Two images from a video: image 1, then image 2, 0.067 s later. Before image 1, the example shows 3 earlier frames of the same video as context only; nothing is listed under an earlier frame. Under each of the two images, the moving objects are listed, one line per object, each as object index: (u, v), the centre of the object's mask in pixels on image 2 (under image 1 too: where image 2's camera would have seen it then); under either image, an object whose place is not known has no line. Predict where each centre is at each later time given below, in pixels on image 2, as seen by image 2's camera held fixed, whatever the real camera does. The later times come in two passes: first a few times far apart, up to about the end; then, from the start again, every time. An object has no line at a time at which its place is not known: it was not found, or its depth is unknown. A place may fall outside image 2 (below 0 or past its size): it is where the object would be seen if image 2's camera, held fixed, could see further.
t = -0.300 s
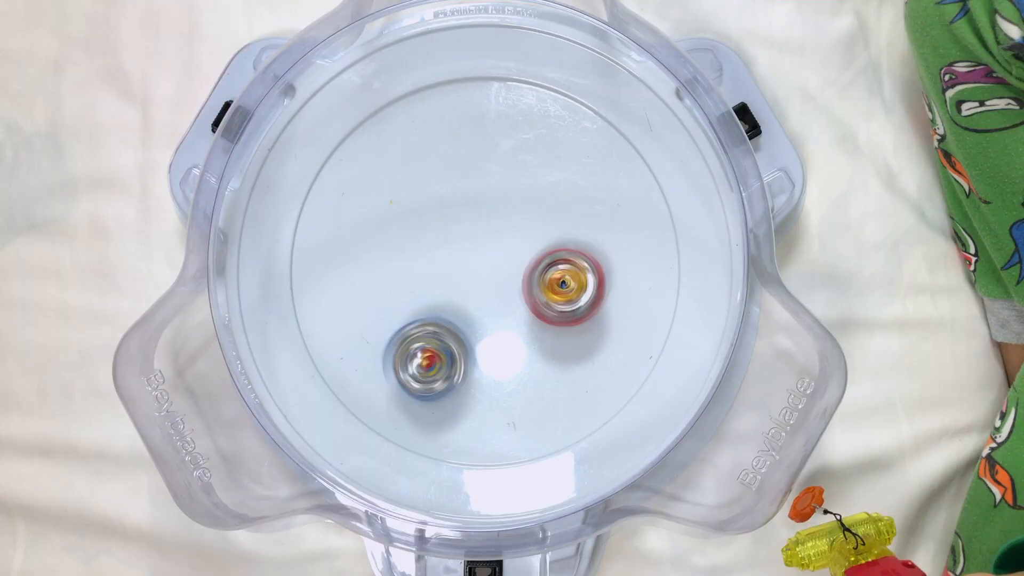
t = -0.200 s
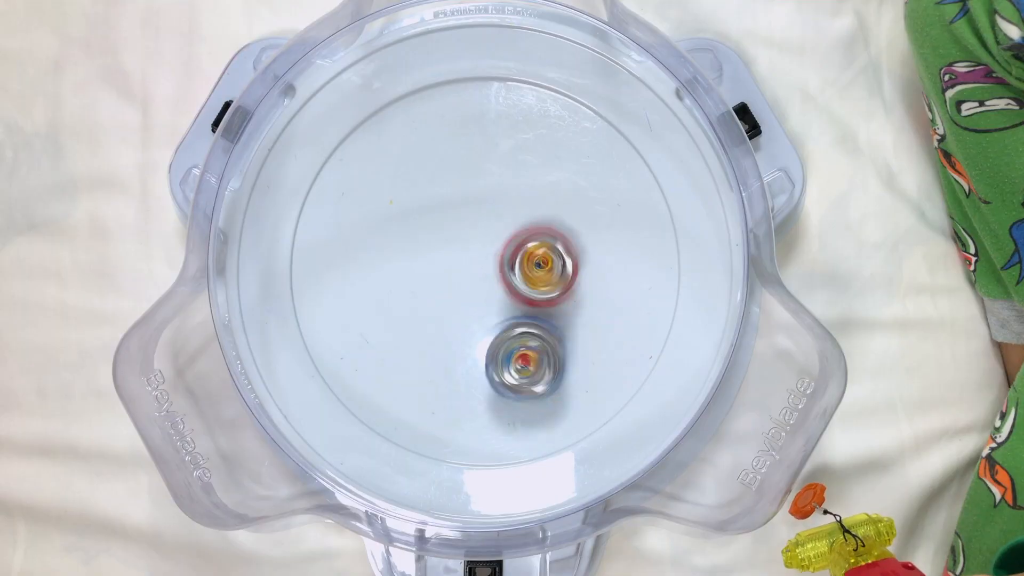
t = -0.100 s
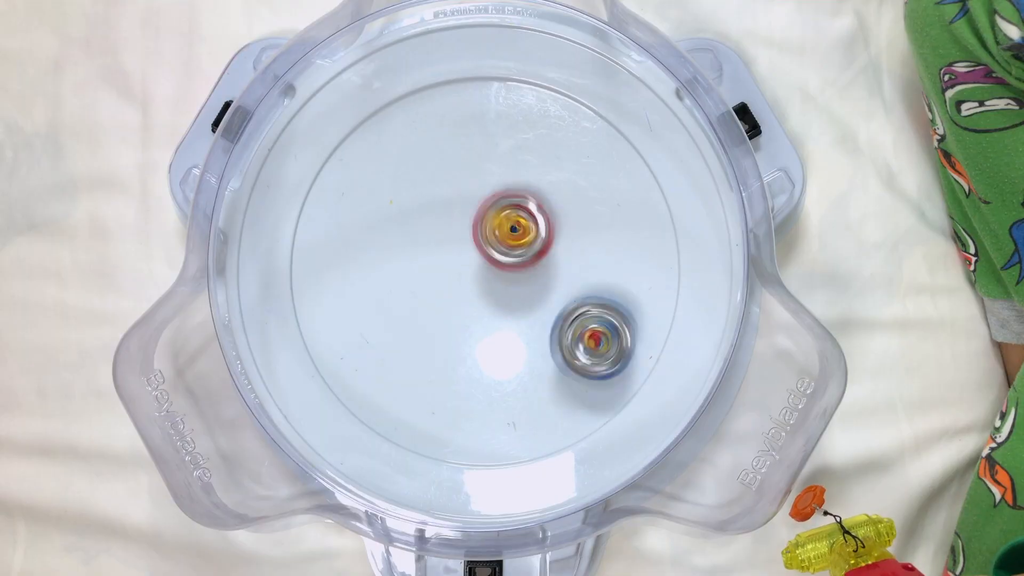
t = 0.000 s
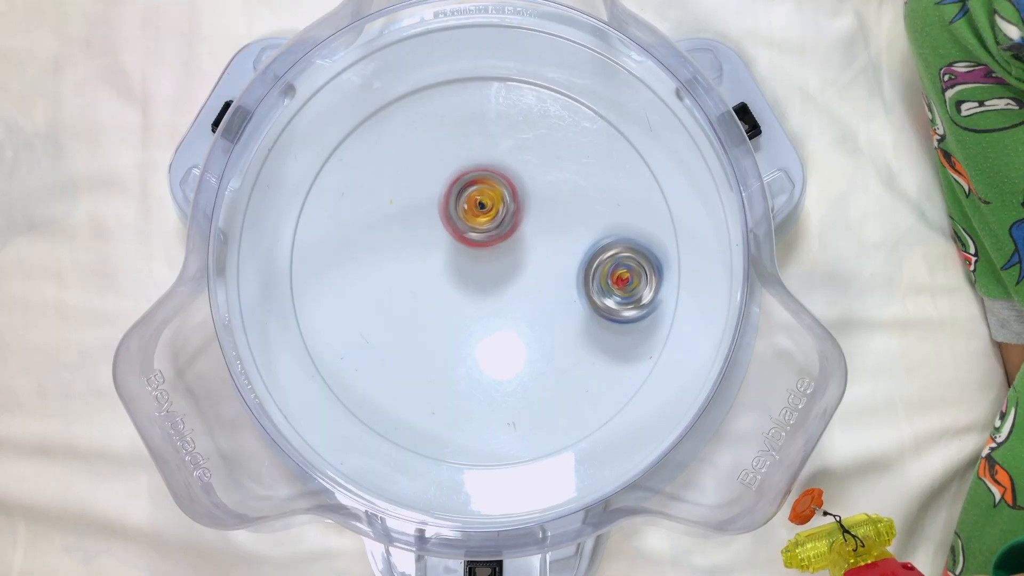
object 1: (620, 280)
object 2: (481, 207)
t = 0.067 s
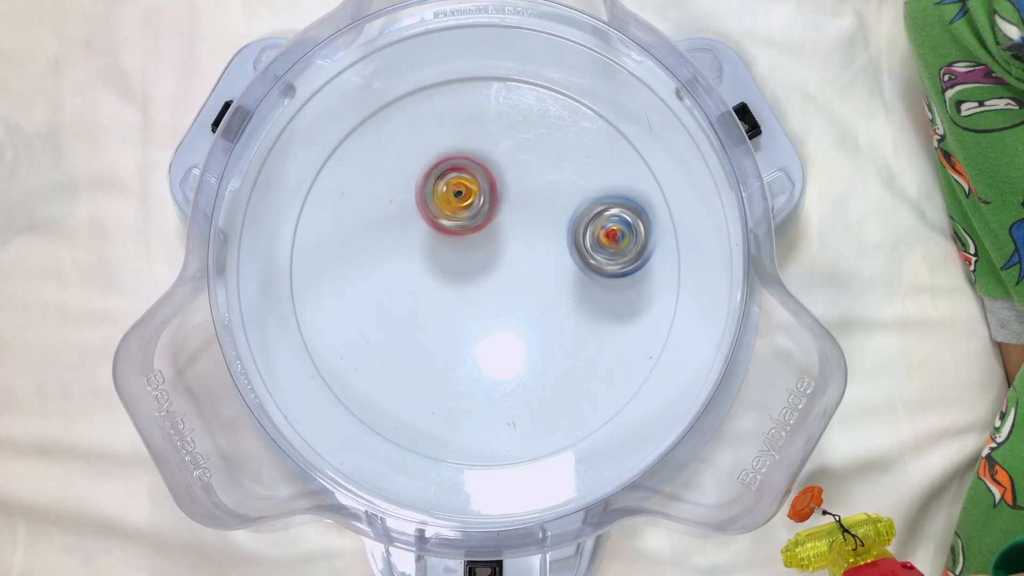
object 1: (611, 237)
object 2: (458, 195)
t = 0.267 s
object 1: (494, 183)
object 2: (402, 186)
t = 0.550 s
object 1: (488, 387)
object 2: (340, 129)
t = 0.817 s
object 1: (454, 435)
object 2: (480, 230)
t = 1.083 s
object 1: (442, 318)
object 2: (550, 394)
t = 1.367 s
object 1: (484, 202)
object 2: (471, 373)
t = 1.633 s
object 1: (560, 166)
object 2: (453, 206)
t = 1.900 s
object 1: (557, 242)
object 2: (533, 166)
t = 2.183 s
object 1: (457, 328)
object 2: (566, 263)
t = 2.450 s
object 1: (449, 282)
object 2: (554, 297)
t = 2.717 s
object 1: (533, 219)
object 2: (549, 280)
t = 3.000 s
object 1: (552, 203)
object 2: (520, 302)
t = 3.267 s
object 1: (509, 230)
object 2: (516, 314)
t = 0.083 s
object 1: (605, 229)
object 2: (453, 193)
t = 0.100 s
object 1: (598, 218)
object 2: (447, 191)
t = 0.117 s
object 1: (590, 210)
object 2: (441, 189)
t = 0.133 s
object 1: (580, 202)
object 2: (436, 190)
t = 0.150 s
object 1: (571, 195)
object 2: (431, 188)
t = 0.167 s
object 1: (560, 190)
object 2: (428, 187)
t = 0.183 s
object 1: (548, 185)
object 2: (423, 188)
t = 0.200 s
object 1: (537, 181)
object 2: (419, 188)
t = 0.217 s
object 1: (524, 179)
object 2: (417, 190)
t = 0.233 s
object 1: (513, 177)
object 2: (413, 190)
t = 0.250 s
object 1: (501, 178)
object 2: (411, 190)
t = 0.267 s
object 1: (494, 183)
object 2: (402, 186)
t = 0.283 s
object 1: (493, 202)
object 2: (386, 170)
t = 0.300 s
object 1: (495, 219)
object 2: (372, 159)
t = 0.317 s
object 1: (498, 236)
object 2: (356, 148)
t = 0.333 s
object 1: (498, 251)
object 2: (345, 139)
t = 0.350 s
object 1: (498, 267)
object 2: (335, 132)
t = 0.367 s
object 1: (499, 282)
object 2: (329, 129)
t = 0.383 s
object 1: (499, 297)
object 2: (322, 125)
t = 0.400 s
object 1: (498, 308)
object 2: (316, 120)
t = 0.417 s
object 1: (498, 321)
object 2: (314, 118)
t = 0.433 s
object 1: (497, 330)
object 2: (313, 117)
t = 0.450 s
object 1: (497, 339)
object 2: (315, 117)
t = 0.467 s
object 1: (496, 348)
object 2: (318, 118)
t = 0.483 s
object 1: (496, 356)
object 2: (323, 121)
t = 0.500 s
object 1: (494, 364)
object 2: (326, 122)
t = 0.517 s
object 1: (492, 372)
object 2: (331, 124)
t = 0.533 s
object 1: (491, 375)
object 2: (336, 127)
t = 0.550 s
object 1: (488, 387)
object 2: (340, 129)
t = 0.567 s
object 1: (485, 392)
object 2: (344, 131)
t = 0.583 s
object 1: (483, 398)
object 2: (351, 135)
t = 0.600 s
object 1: (480, 405)
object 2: (356, 138)
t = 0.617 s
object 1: (477, 410)
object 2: (362, 141)
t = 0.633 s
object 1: (473, 415)
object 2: (370, 146)
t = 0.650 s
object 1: (470, 421)
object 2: (377, 153)
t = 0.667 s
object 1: (466, 426)
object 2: (385, 157)
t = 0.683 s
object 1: (464, 430)
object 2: (395, 163)
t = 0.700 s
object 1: (462, 434)
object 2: (405, 168)
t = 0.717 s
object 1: (459, 436)
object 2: (417, 177)
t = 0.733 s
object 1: (458, 438)
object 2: (427, 185)
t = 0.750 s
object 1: (456, 439)
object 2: (437, 193)
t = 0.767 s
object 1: (455, 440)
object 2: (448, 202)
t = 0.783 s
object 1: (454, 439)
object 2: (458, 212)
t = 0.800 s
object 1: (453, 438)
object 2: (469, 222)
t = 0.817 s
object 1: (454, 435)
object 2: (480, 230)
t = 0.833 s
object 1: (453, 432)
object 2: (488, 242)
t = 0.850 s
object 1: (453, 427)
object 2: (497, 253)
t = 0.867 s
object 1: (453, 422)
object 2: (506, 264)
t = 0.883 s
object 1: (452, 417)
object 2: (513, 276)
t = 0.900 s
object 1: (451, 409)
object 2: (521, 288)
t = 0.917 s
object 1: (451, 401)
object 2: (529, 298)
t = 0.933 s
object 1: (450, 395)
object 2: (533, 309)
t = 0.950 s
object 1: (448, 386)
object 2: (538, 320)
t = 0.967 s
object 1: (447, 379)
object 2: (543, 332)
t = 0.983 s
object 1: (447, 369)
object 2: (546, 343)
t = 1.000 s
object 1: (445, 360)
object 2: (550, 353)
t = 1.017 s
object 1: (447, 352)
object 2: (552, 363)
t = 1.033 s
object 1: (445, 343)
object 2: (552, 372)
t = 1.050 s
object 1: (444, 336)
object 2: (553, 380)
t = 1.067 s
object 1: (443, 327)
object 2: (552, 388)
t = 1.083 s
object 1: (442, 318)
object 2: (550, 394)
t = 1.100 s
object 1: (443, 308)
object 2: (549, 399)
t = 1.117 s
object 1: (444, 300)
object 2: (546, 405)
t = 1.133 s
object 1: (444, 292)
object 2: (542, 408)
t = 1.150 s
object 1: (445, 283)
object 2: (539, 411)
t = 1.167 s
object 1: (445, 276)
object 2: (535, 414)
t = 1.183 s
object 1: (447, 267)
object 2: (530, 413)
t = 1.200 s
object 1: (449, 260)
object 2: (525, 413)
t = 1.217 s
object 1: (451, 254)
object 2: (520, 414)
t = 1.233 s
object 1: (453, 247)
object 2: (516, 413)
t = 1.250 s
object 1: (455, 241)
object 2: (512, 409)
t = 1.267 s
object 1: (460, 233)
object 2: (506, 406)
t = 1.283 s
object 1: (462, 228)
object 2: (502, 403)
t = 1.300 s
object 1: (467, 222)
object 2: (495, 398)
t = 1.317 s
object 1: (470, 216)
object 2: (490, 393)
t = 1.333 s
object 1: (474, 212)
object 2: (484, 387)
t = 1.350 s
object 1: (479, 206)
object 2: (477, 381)
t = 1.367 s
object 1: (484, 202)
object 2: (471, 373)
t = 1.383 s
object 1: (490, 198)
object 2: (467, 364)
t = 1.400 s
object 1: (494, 193)
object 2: (462, 354)
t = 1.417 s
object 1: (499, 190)
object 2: (458, 344)
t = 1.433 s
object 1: (505, 185)
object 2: (453, 333)
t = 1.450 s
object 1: (511, 183)
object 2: (451, 323)
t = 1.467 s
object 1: (518, 180)
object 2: (448, 312)
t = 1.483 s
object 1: (523, 177)
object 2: (446, 300)
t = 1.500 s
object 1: (529, 174)
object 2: (444, 288)
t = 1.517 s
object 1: (534, 171)
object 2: (443, 278)
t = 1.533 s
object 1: (540, 170)
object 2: (444, 266)
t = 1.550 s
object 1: (544, 169)
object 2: (443, 255)
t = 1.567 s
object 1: (547, 168)
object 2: (444, 245)
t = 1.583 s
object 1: (551, 165)
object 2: (445, 235)
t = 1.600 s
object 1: (555, 165)
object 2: (447, 225)
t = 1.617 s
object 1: (559, 165)
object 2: (450, 214)
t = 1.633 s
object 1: (560, 166)
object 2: (453, 206)
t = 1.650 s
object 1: (563, 165)
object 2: (456, 197)
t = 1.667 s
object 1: (565, 168)
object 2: (461, 190)
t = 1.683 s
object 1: (567, 171)
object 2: (465, 182)
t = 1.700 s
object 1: (567, 173)
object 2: (470, 175)
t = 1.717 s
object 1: (569, 174)
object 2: (475, 170)
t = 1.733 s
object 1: (567, 180)
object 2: (480, 166)
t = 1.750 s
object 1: (566, 185)
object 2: (485, 162)
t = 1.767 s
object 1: (566, 187)
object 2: (491, 160)
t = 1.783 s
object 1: (566, 193)
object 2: (496, 158)
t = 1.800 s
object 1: (565, 198)
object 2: (501, 157)
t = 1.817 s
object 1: (564, 205)
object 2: (508, 157)
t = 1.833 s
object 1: (563, 211)
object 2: (513, 156)
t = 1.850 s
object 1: (563, 221)
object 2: (519, 158)
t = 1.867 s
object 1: (561, 228)
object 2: (524, 159)
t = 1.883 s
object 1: (559, 237)
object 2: (529, 162)
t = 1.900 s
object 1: (557, 242)
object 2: (533, 166)
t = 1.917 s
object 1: (556, 250)
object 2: (538, 169)
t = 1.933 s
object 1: (553, 257)
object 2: (541, 174)
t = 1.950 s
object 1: (550, 265)
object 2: (545, 179)
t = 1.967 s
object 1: (546, 272)
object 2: (548, 185)
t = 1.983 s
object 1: (542, 278)
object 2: (551, 191)
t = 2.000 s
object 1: (537, 282)
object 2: (553, 199)
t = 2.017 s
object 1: (534, 284)
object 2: (554, 205)
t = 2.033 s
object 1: (529, 290)
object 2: (554, 213)
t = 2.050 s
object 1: (522, 297)
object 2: (556, 217)
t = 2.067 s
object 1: (511, 305)
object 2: (558, 223)
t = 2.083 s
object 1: (505, 310)
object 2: (560, 228)
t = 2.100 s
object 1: (495, 317)
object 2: (563, 234)
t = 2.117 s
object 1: (488, 320)
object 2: (563, 240)
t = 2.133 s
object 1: (480, 323)
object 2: (565, 246)
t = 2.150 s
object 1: (473, 325)
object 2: (565, 252)
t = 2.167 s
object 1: (465, 327)
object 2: (566, 258)
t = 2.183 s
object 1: (457, 328)
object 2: (566, 263)
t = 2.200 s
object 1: (451, 328)
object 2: (566, 269)
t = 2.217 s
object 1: (444, 326)
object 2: (566, 273)
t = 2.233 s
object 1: (441, 326)
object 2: (565, 278)
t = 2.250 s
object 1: (438, 322)
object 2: (565, 282)
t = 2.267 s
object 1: (435, 322)
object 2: (565, 285)
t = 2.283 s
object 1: (433, 318)
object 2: (564, 288)
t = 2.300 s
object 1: (432, 316)
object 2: (564, 291)
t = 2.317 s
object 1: (430, 311)
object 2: (563, 293)
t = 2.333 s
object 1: (430, 308)
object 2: (562, 295)
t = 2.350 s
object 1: (431, 305)
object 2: (562, 296)
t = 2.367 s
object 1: (434, 301)
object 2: (561, 297)
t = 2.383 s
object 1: (436, 298)
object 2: (560, 298)
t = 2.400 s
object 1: (439, 293)
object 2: (559, 298)
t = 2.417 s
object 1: (442, 290)
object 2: (557, 298)
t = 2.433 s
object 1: (445, 286)
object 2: (556, 297)
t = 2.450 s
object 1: (449, 282)
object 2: (554, 297)
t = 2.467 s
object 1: (453, 277)
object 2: (552, 296)
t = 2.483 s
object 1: (458, 272)
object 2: (551, 295)
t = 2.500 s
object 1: (463, 268)
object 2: (549, 294)
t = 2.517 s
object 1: (469, 263)
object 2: (548, 292)
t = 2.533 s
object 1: (475, 259)
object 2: (547, 291)
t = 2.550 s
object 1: (481, 254)
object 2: (546, 290)
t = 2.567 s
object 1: (488, 250)
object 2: (546, 289)
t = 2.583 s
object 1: (495, 247)
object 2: (546, 287)
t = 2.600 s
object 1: (500, 242)
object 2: (548, 286)
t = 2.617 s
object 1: (504, 238)
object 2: (550, 286)
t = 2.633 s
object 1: (508, 233)
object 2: (550, 284)
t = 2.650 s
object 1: (513, 230)
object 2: (551, 283)
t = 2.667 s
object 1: (518, 227)
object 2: (551, 282)
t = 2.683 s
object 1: (523, 224)
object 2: (550, 281)
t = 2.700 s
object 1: (528, 221)
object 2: (550, 280)
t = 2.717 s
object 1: (533, 219)
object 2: (549, 280)
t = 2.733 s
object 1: (537, 217)
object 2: (547, 280)
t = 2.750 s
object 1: (541, 215)
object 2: (546, 281)
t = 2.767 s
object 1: (544, 213)
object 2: (544, 281)
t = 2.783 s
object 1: (546, 211)
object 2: (541, 282)
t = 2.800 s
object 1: (548, 208)
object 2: (539, 283)
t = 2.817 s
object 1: (550, 207)
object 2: (537, 285)
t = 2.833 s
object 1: (551, 204)
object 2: (535, 286)
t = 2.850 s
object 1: (552, 203)
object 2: (533, 288)
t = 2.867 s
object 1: (553, 202)
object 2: (531, 289)
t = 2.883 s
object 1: (553, 200)
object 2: (529, 291)
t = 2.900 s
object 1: (554, 199)
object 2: (527, 293)
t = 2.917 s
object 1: (554, 199)
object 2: (525, 295)
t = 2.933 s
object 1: (554, 199)
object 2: (523, 296)
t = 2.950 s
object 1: (554, 200)
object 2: (522, 298)
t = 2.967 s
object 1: (553, 201)
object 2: (521, 299)
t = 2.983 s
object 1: (553, 202)
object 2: (520, 301)
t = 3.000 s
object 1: (552, 203)
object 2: (520, 302)
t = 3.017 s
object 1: (551, 205)
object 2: (519, 304)
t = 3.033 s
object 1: (550, 207)
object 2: (518, 306)
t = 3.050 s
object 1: (548, 208)
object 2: (518, 307)
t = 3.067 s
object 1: (547, 210)
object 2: (518, 308)
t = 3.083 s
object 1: (545, 212)
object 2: (517, 310)
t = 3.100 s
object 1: (544, 213)
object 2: (517, 311)
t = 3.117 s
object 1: (542, 215)
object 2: (516, 313)
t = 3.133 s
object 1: (540, 218)
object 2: (516, 314)
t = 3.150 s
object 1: (537, 220)
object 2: (516, 315)
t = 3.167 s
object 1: (534, 222)
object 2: (516, 315)
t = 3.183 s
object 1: (530, 224)
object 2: (516, 316)
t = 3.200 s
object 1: (527, 226)
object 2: (516, 316)
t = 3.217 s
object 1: (522, 228)
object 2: (516, 316)
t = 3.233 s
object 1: (518, 229)
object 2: (516, 315)
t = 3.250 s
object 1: (514, 230)
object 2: (516, 315)
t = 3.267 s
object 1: (509, 230)
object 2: (516, 314)
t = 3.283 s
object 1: (505, 230)
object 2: (516, 313)
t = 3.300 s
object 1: (500, 230)
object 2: (516, 311)
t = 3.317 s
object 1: (497, 230)
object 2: (516, 310)
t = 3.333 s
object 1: (494, 229)
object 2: (516, 309)
